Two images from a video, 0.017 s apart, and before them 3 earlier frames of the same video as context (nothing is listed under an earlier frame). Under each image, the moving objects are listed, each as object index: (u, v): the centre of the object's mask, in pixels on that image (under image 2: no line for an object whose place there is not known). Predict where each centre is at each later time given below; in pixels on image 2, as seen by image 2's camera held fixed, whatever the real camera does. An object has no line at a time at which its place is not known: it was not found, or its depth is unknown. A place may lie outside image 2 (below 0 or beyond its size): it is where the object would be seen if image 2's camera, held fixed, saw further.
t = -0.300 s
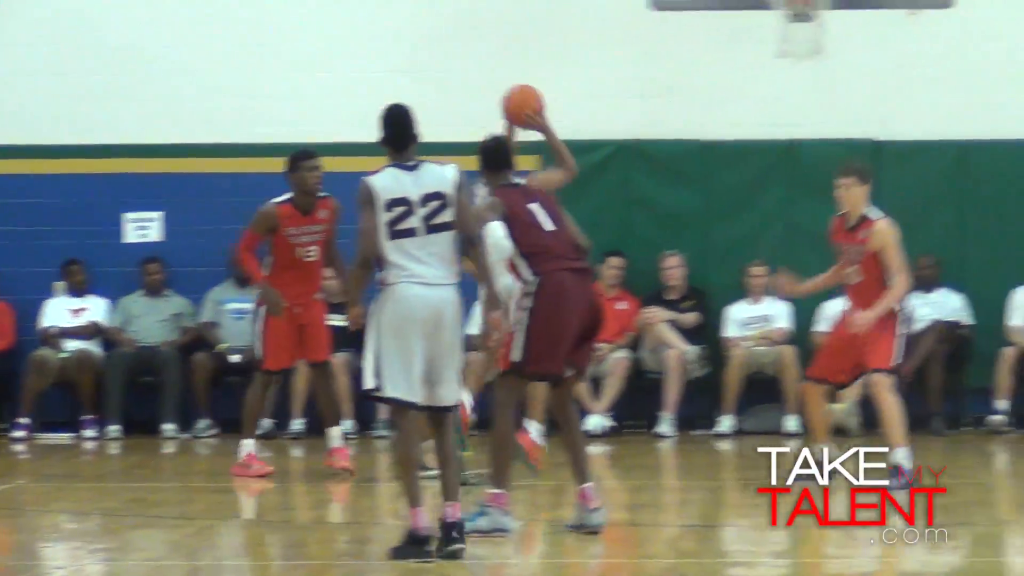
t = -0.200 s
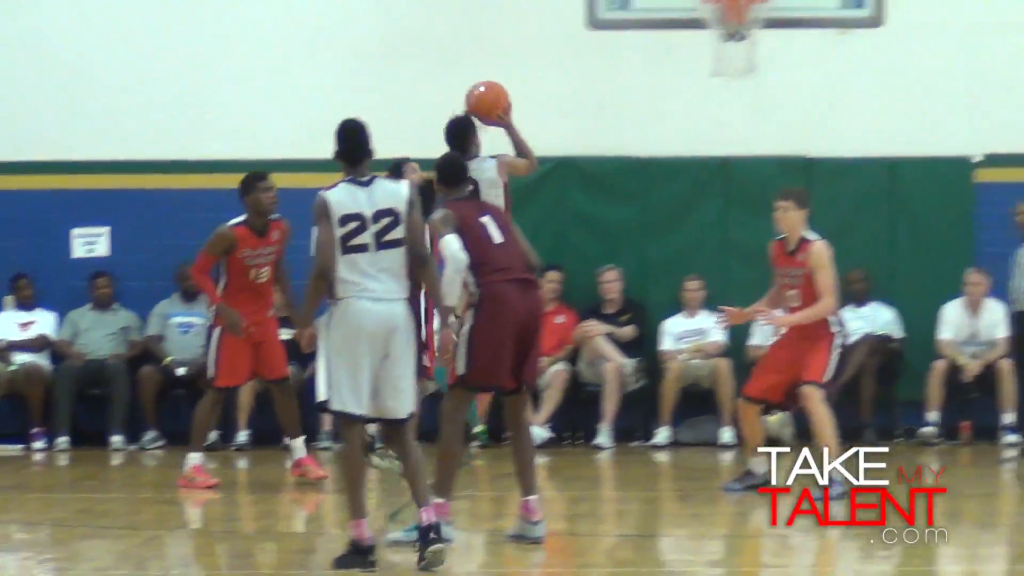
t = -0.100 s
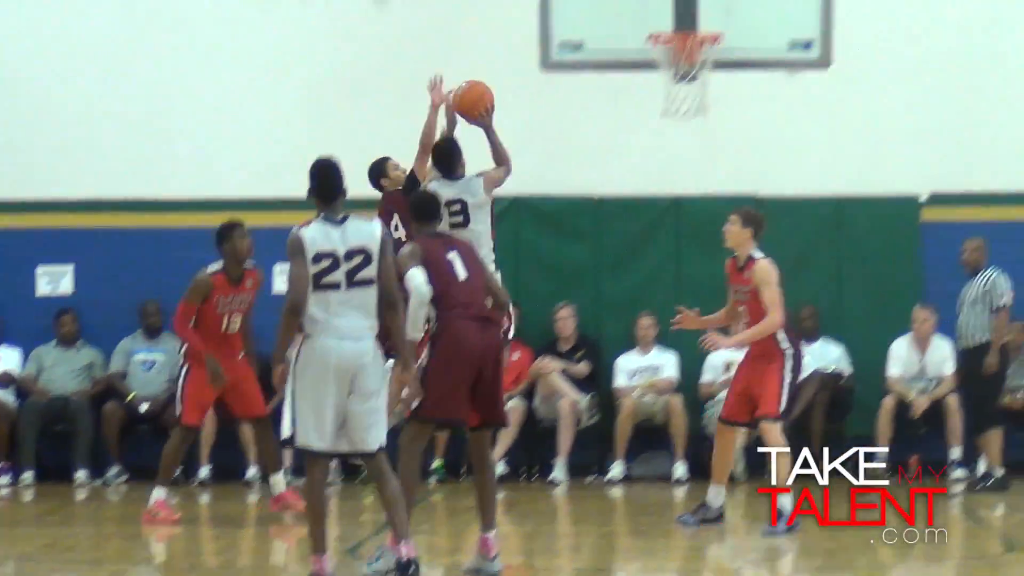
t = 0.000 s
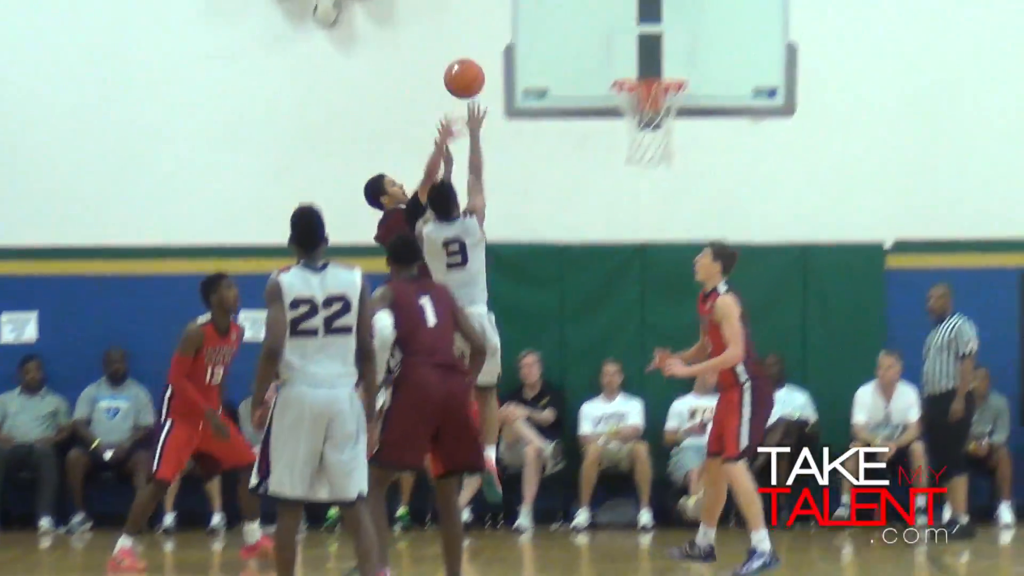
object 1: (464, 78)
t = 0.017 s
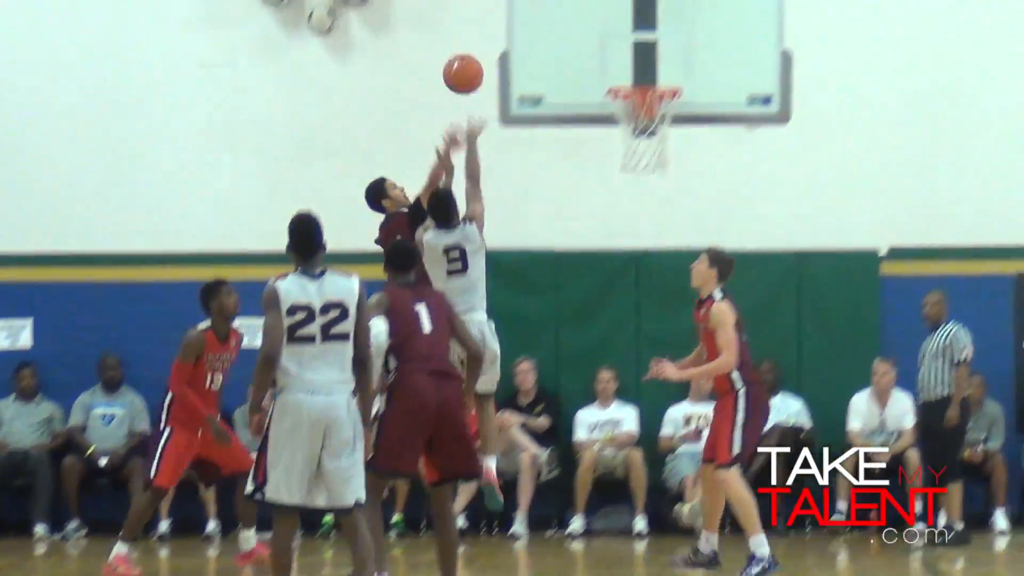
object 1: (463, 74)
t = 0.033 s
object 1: (468, 62)
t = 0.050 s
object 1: (474, 50)
